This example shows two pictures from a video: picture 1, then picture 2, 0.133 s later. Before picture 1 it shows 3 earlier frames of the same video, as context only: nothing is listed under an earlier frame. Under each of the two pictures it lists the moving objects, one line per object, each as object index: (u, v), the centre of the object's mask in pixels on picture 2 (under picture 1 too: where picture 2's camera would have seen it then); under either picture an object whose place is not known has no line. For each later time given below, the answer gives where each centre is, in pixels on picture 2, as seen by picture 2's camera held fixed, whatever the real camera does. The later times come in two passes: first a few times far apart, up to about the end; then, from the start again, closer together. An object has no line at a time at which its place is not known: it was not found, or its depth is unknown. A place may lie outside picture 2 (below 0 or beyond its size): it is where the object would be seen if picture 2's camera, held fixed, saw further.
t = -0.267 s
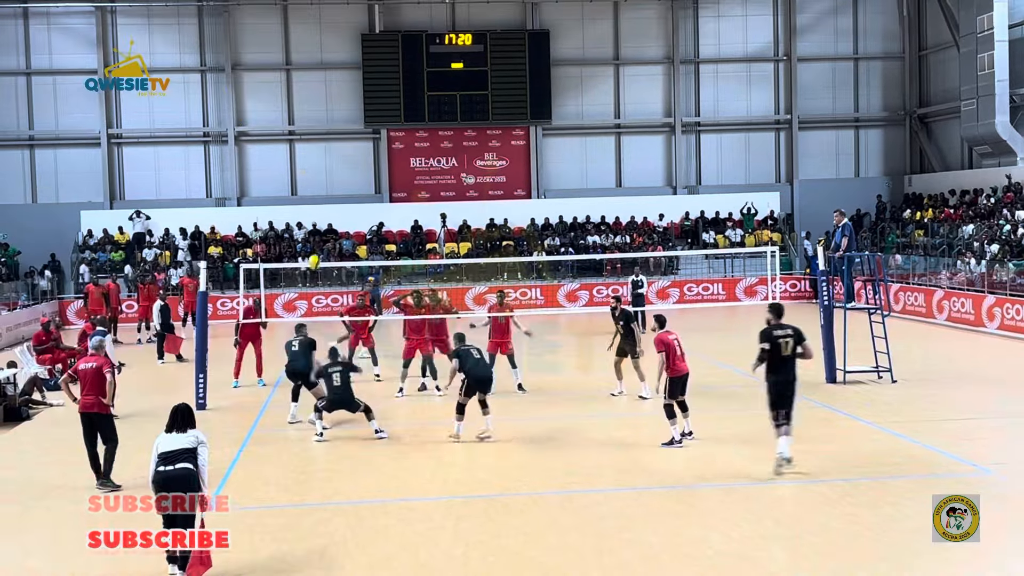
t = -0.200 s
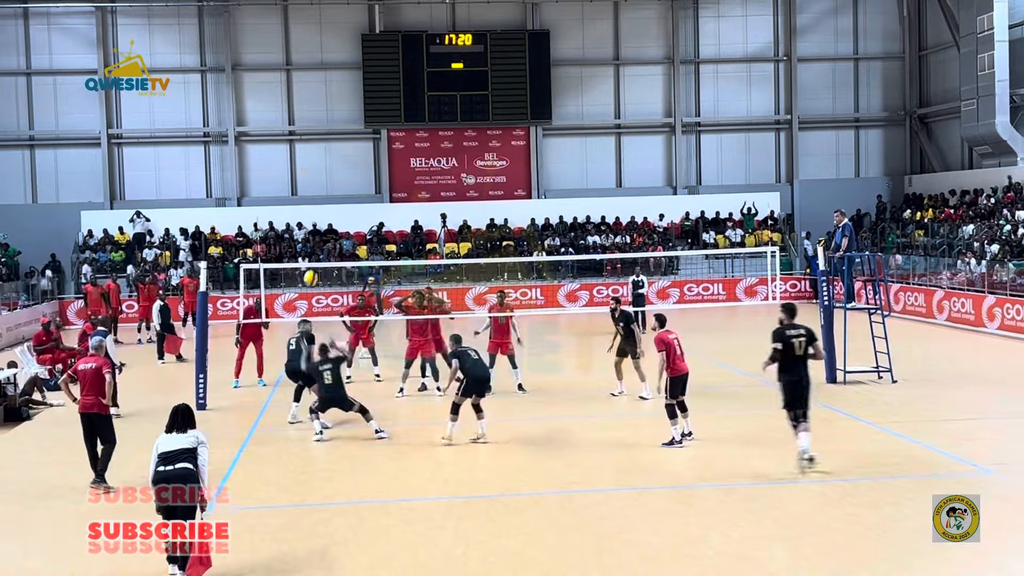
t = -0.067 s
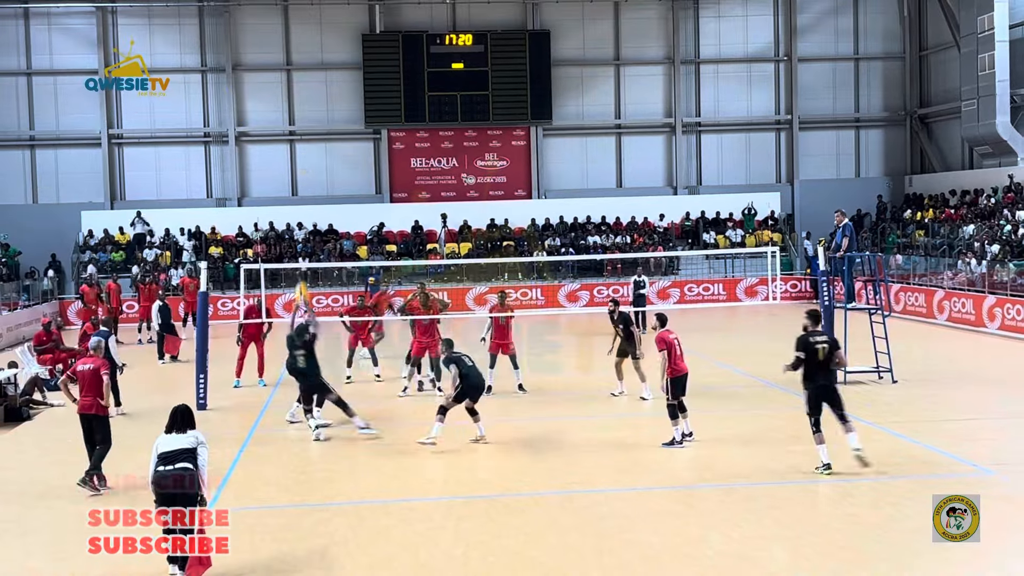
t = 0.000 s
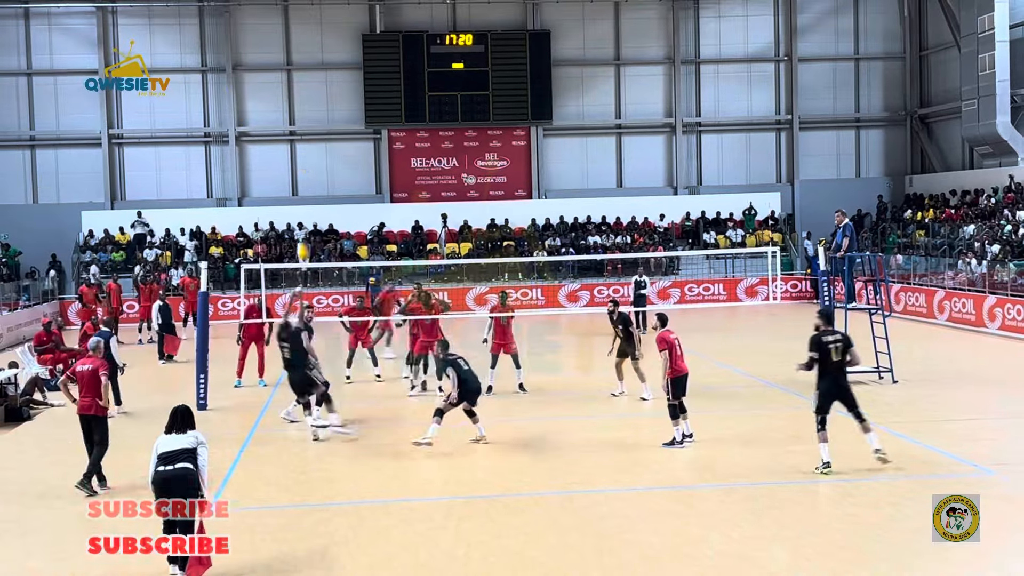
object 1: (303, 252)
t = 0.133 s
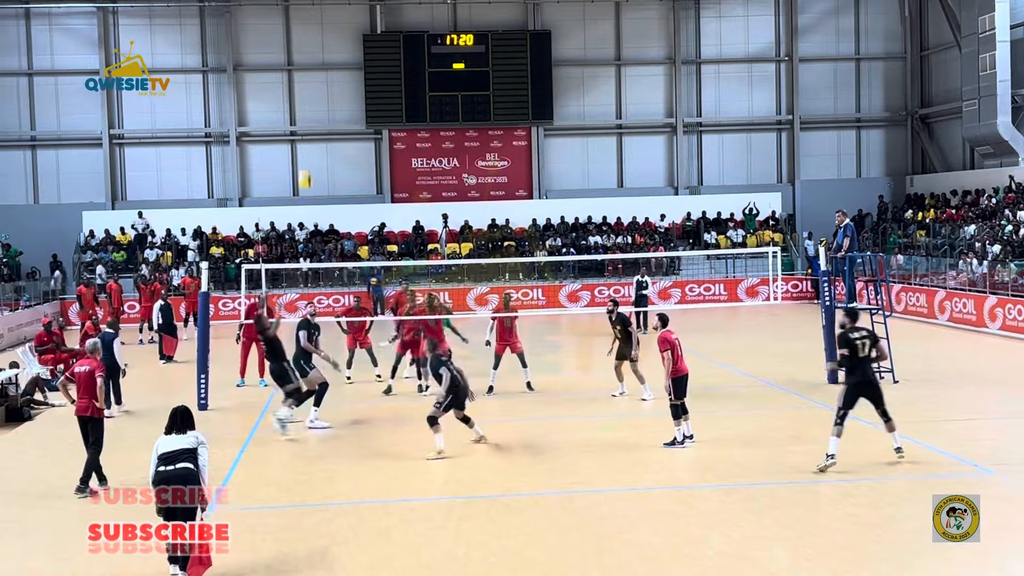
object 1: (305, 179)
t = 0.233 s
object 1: (306, 135)
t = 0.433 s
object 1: (311, 64)
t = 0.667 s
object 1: (318, 20)
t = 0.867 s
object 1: (325, 9)
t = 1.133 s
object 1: (336, 36)
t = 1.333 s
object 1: (344, 86)
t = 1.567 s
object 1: (355, 173)
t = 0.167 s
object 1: (306, 163)
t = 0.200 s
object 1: (305, 147)
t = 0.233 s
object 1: (306, 135)
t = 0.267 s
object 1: (307, 120)
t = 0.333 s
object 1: (308, 95)
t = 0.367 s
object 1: (309, 84)
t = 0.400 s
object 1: (310, 74)
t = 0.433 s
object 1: (311, 64)
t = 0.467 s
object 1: (312, 56)
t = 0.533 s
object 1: (314, 41)
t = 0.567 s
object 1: (315, 35)
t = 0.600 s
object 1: (316, 29)
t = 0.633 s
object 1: (317, 24)
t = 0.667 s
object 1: (318, 20)
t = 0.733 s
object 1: (320, 13)
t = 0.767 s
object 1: (322, 11)
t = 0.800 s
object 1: (323, 10)
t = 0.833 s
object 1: (324, 9)
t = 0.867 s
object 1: (325, 9)
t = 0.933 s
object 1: (328, 12)
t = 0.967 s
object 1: (329, 14)
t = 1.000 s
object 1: (330, 17)
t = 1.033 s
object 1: (331, 21)
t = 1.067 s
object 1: (333, 25)
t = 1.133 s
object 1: (336, 36)
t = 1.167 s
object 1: (337, 42)
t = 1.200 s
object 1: (339, 50)
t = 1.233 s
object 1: (340, 58)
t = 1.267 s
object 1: (342, 67)
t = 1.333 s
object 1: (344, 86)
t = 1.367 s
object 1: (345, 96)
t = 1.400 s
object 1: (349, 108)
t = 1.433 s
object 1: (350, 119)
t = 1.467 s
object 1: (351, 132)
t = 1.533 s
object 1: (354, 159)
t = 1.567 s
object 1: (355, 173)
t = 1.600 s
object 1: (357, 187)
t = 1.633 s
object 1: (359, 202)
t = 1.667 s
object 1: (360, 219)
